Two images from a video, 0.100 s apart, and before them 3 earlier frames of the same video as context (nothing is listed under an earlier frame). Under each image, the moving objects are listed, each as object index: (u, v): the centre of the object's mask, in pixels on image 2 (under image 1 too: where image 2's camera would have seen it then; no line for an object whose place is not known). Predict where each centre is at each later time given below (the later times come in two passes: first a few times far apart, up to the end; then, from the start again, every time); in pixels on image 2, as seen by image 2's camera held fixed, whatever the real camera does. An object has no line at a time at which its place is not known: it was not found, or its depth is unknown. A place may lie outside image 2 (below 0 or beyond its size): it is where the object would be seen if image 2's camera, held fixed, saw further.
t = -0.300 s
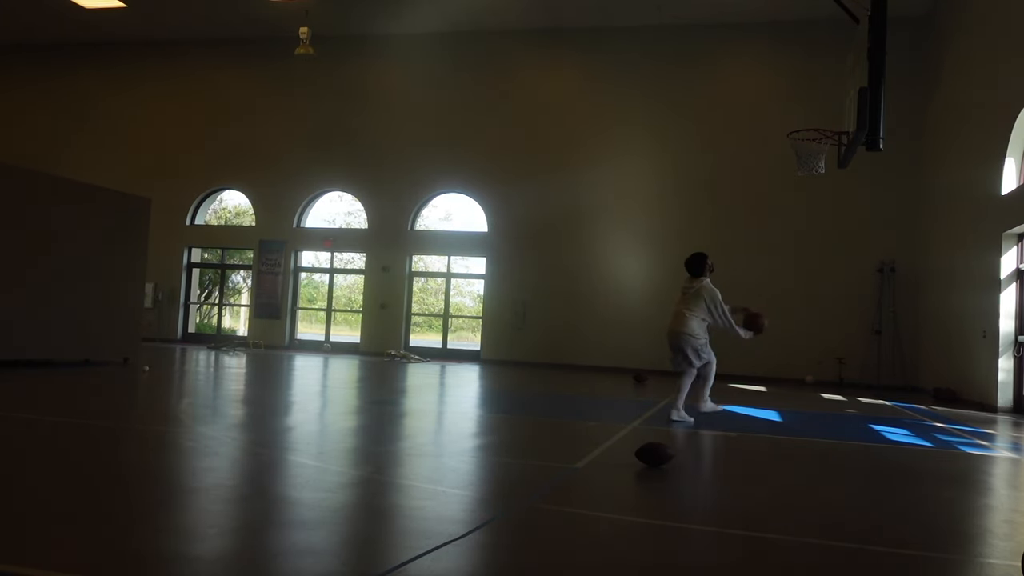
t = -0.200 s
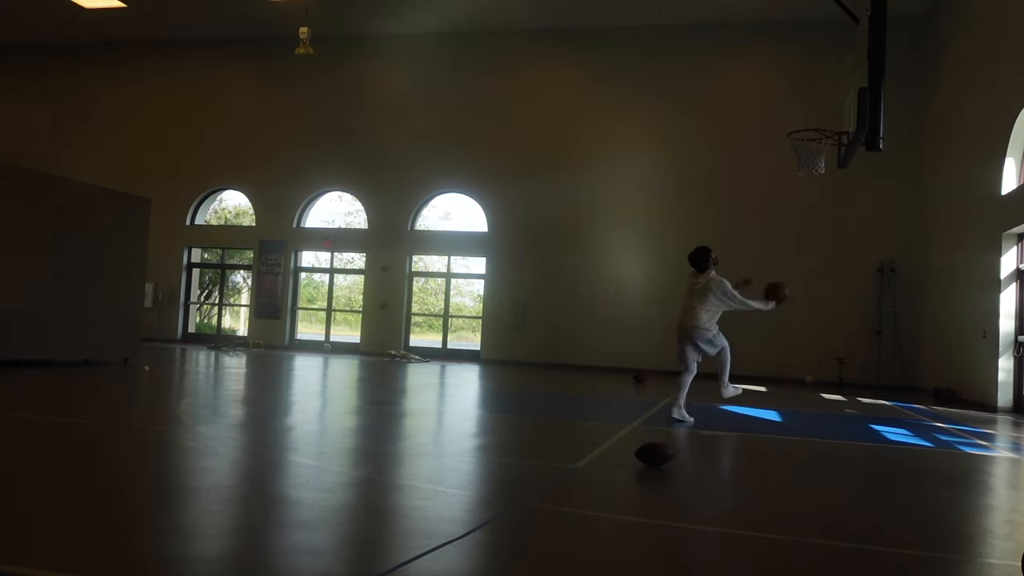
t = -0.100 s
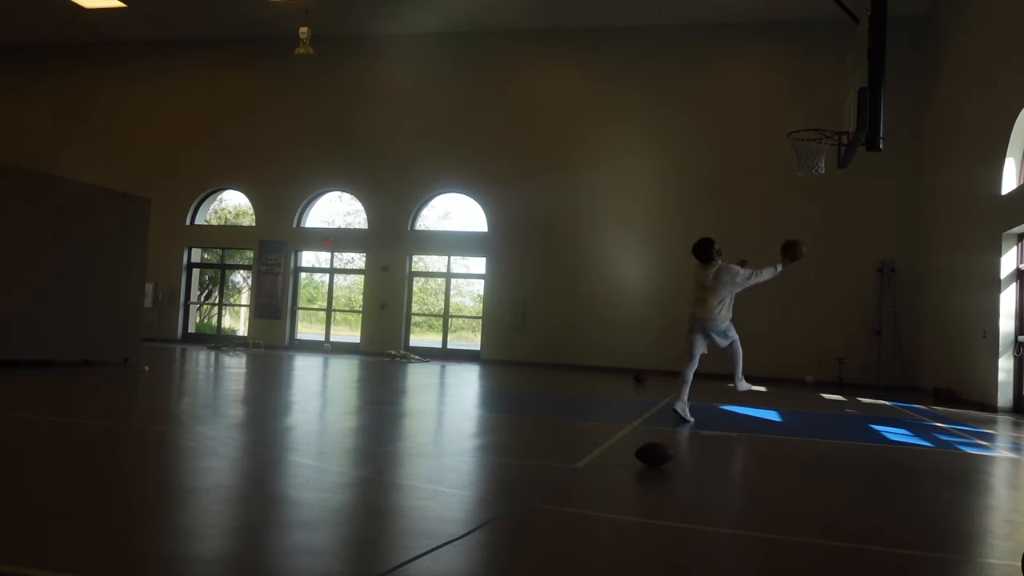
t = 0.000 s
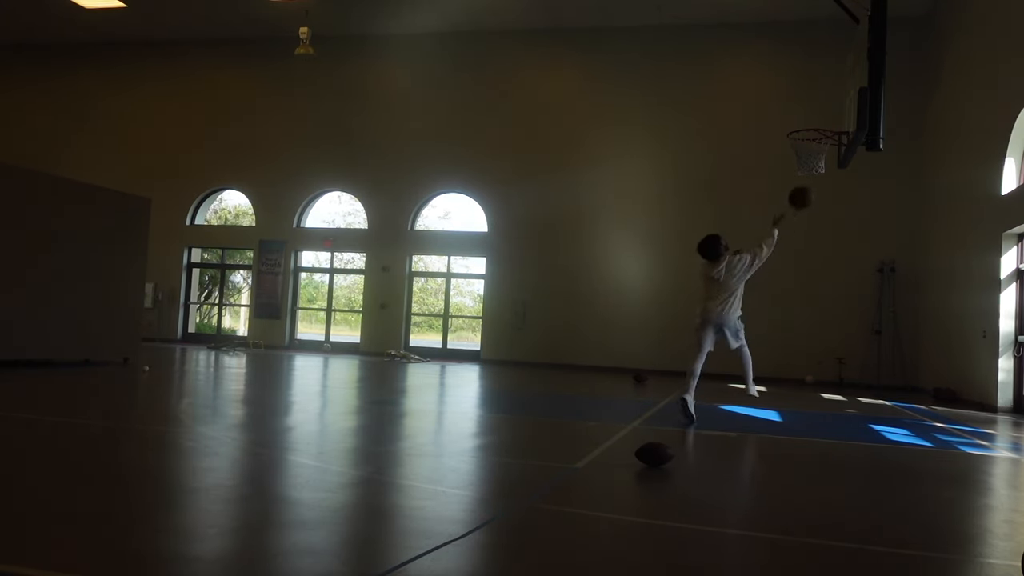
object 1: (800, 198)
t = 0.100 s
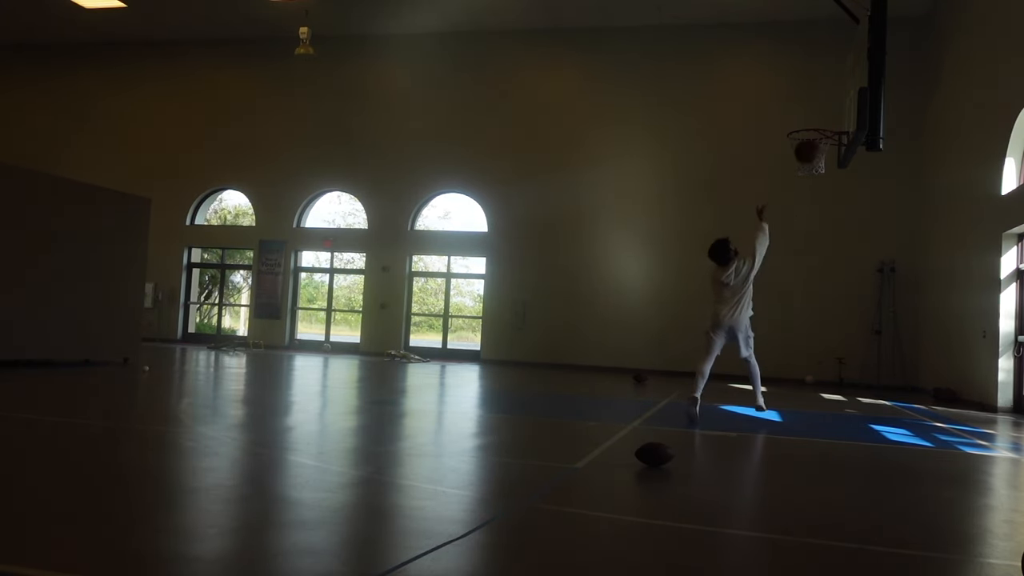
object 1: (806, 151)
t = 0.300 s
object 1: (818, 88)
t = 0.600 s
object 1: (832, 66)
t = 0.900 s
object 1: (841, 127)
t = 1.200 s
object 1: (826, 245)
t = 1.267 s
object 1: (823, 283)
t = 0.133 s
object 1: (807, 138)
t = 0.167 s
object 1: (810, 126)
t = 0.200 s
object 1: (813, 115)
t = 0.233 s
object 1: (814, 105)
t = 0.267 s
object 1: (816, 96)
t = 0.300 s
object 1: (818, 88)
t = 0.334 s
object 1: (819, 82)
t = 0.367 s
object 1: (821, 76)
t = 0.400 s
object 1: (823, 71)
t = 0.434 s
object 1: (825, 68)
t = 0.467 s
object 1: (826, 66)
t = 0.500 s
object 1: (828, 64)
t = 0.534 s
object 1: (829, 64)
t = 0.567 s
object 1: (830, 65)
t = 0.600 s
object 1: (832, 66)
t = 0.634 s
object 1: (833, 69)
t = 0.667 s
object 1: (834, 72)
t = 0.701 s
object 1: (835, 77)
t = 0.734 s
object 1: (836, 83)
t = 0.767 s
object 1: (837, 90)
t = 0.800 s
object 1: (839, 98)
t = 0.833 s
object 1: (839, 107)
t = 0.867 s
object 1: (841, 118)
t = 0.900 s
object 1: (841, 127)
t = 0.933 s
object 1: (839, 135)
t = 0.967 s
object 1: (837, 143)
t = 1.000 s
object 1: (837, 157)
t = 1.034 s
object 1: (833, 169)
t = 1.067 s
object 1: (833, 181)
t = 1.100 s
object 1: (831, 196)
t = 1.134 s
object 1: (829, 211)
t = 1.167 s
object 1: (827, 227)
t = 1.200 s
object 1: (826, 245)
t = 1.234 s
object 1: (825, 263)
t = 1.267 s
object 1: (823, 283)
